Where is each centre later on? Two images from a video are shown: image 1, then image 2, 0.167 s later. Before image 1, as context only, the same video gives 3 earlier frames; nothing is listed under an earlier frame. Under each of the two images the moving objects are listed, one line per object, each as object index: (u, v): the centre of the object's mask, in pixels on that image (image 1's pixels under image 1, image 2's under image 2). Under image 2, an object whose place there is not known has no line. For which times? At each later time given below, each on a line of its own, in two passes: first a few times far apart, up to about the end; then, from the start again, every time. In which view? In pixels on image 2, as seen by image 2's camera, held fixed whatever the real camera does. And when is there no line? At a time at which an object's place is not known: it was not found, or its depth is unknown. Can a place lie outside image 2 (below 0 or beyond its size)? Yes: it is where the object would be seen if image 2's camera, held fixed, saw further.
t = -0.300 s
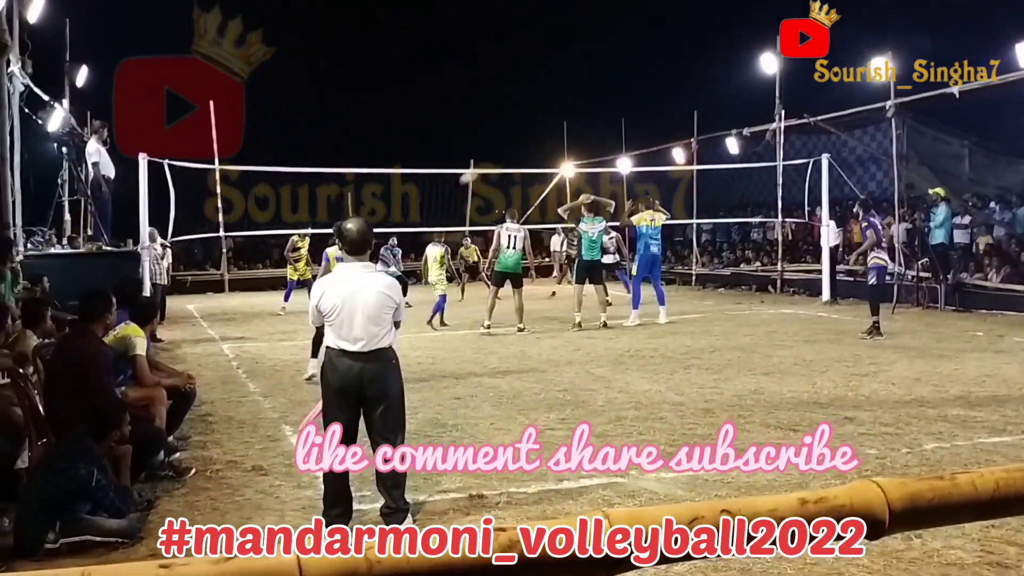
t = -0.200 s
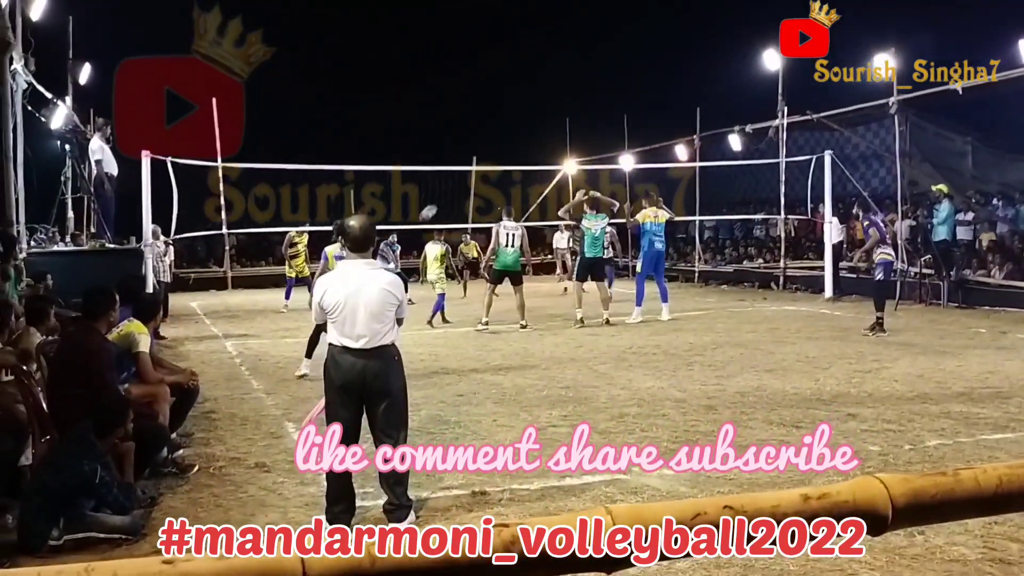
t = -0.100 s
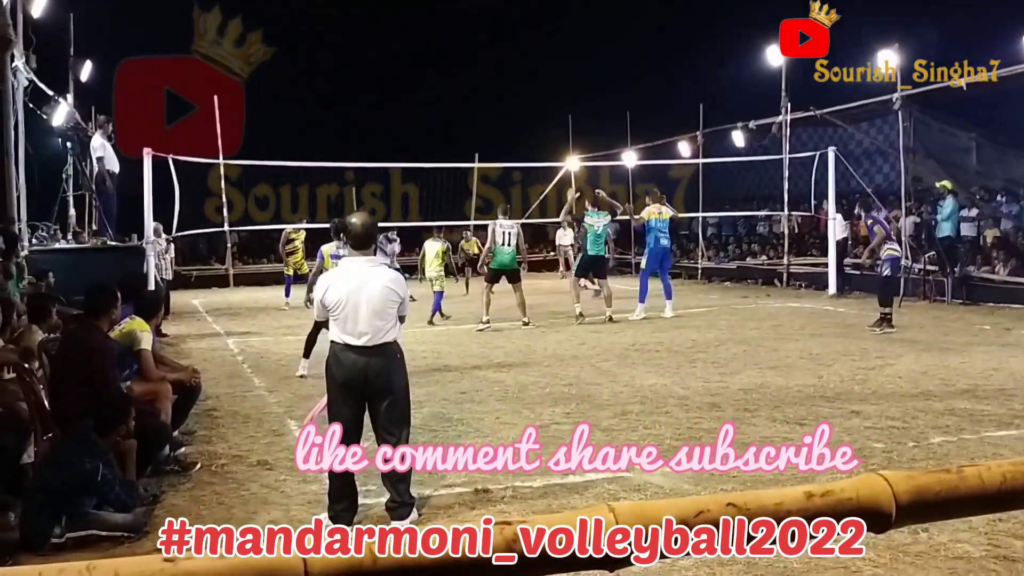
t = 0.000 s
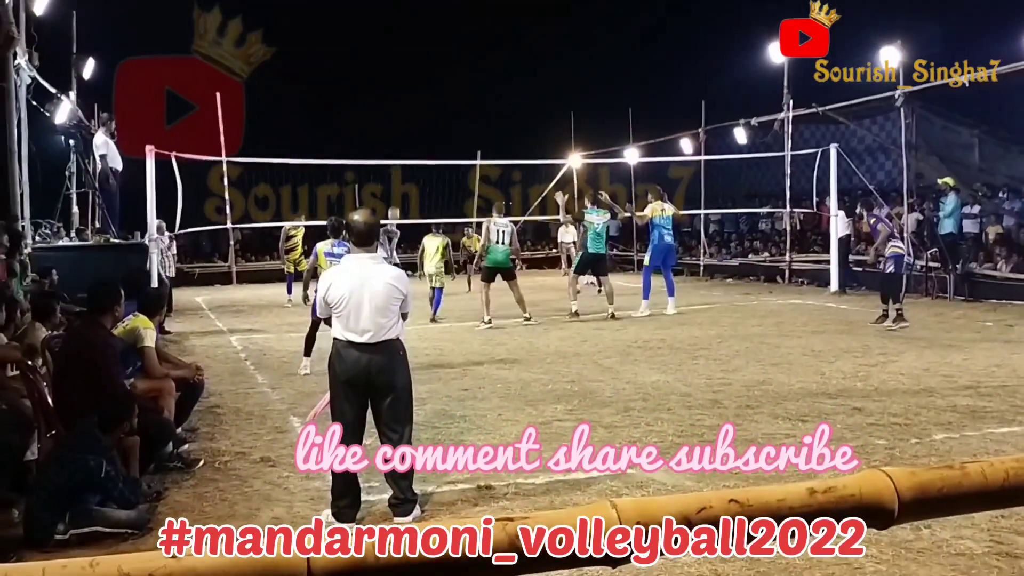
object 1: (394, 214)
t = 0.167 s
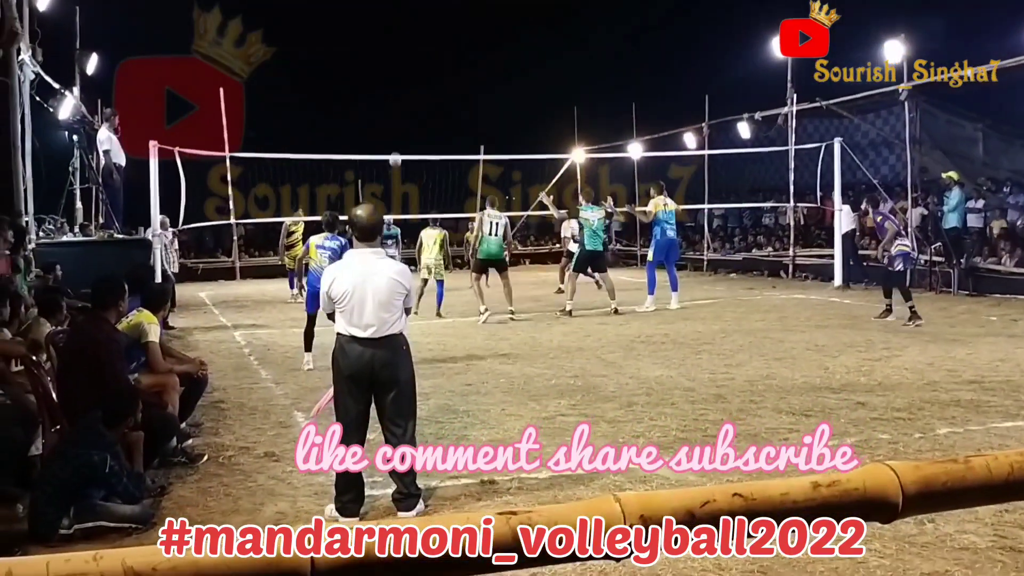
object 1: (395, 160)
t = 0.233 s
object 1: (394, 144)
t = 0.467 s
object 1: (393, 102)
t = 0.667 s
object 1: (392, 90)
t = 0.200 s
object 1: (395, 150)
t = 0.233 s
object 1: (394, 144)
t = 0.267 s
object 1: (394, 136)
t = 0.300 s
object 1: (394, 129)
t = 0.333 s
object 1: (394, 122)
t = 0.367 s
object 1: (393, 116)
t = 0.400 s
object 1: (393, 111)
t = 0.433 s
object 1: (393, 106)
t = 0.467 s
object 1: (393, 102)
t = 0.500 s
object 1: (393, 99)
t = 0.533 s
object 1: (393, 96)
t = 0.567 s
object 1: (393, 93)
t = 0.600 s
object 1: (392, 91)
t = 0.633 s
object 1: (392, 90)
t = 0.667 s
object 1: (392, 90)
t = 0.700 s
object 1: (392, 90)
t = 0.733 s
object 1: (392, 90)
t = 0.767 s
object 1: (392, 91)
